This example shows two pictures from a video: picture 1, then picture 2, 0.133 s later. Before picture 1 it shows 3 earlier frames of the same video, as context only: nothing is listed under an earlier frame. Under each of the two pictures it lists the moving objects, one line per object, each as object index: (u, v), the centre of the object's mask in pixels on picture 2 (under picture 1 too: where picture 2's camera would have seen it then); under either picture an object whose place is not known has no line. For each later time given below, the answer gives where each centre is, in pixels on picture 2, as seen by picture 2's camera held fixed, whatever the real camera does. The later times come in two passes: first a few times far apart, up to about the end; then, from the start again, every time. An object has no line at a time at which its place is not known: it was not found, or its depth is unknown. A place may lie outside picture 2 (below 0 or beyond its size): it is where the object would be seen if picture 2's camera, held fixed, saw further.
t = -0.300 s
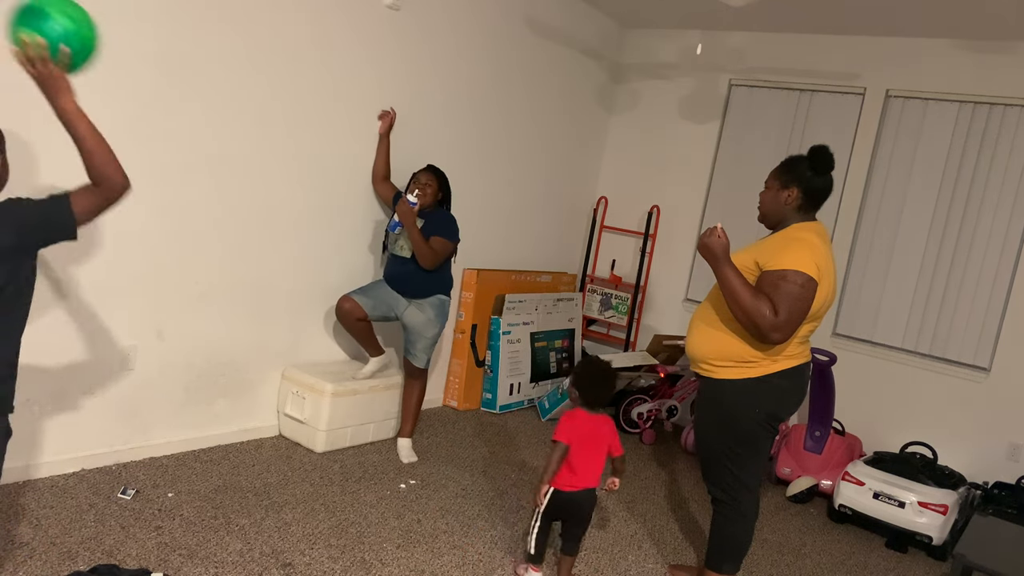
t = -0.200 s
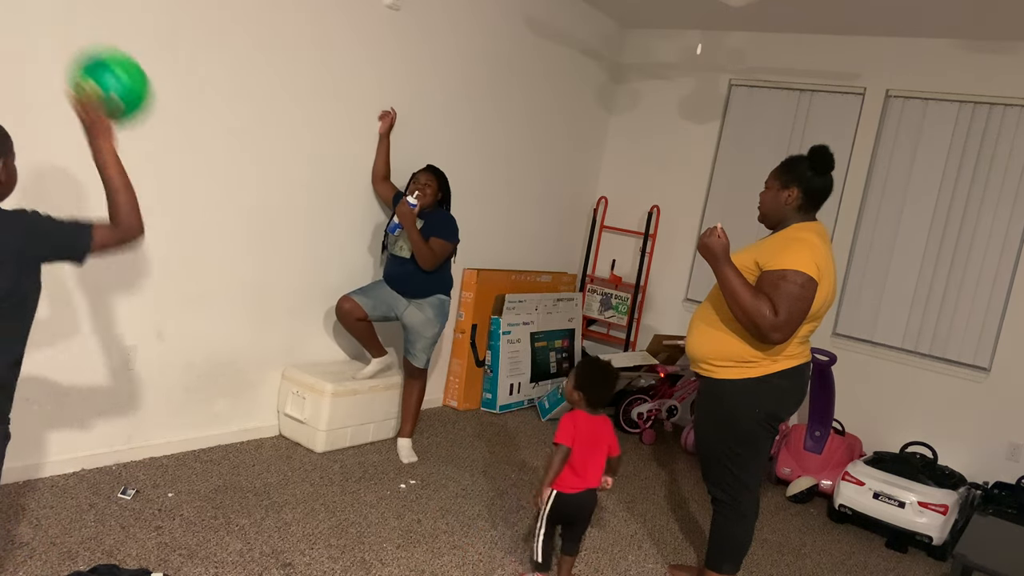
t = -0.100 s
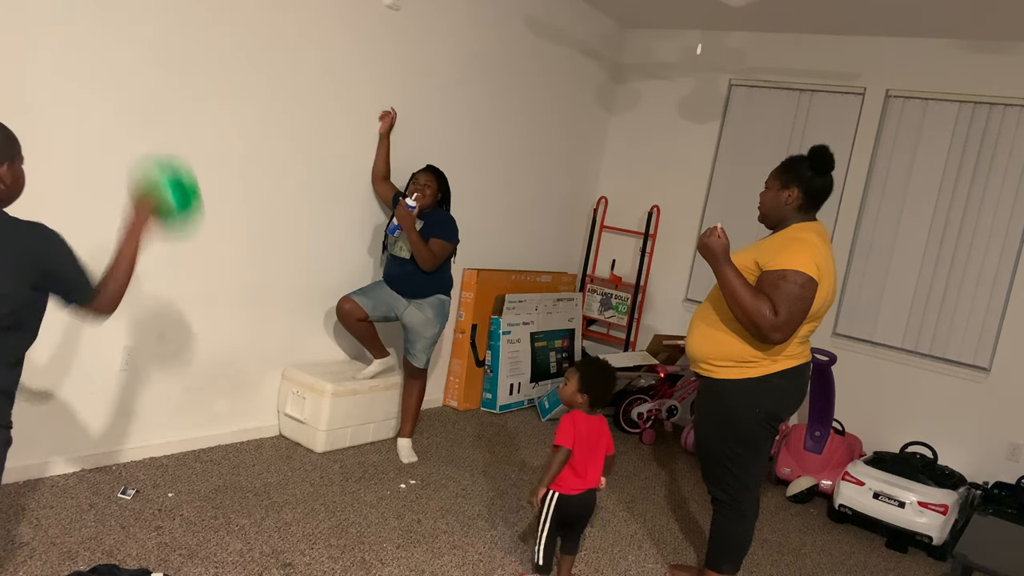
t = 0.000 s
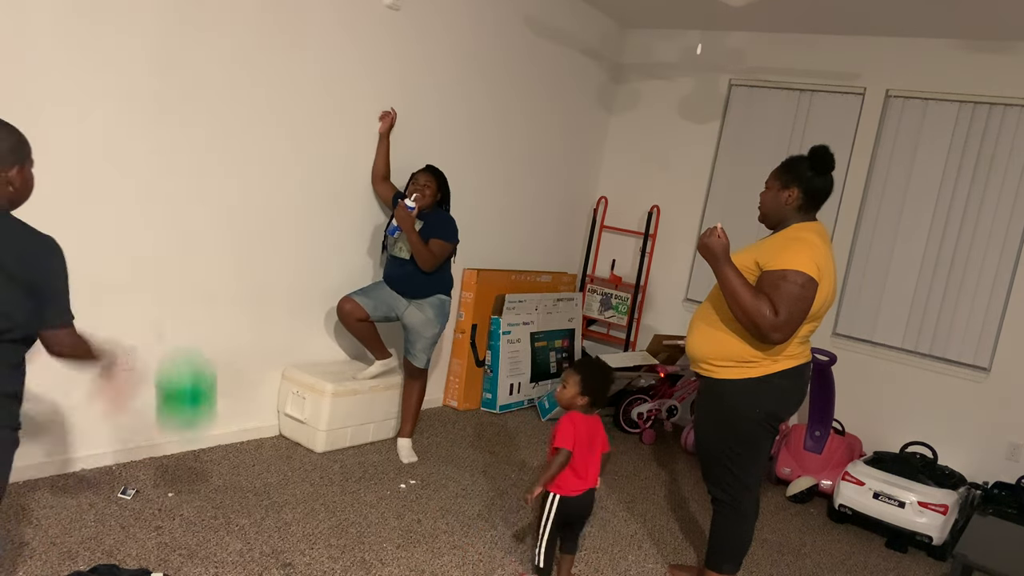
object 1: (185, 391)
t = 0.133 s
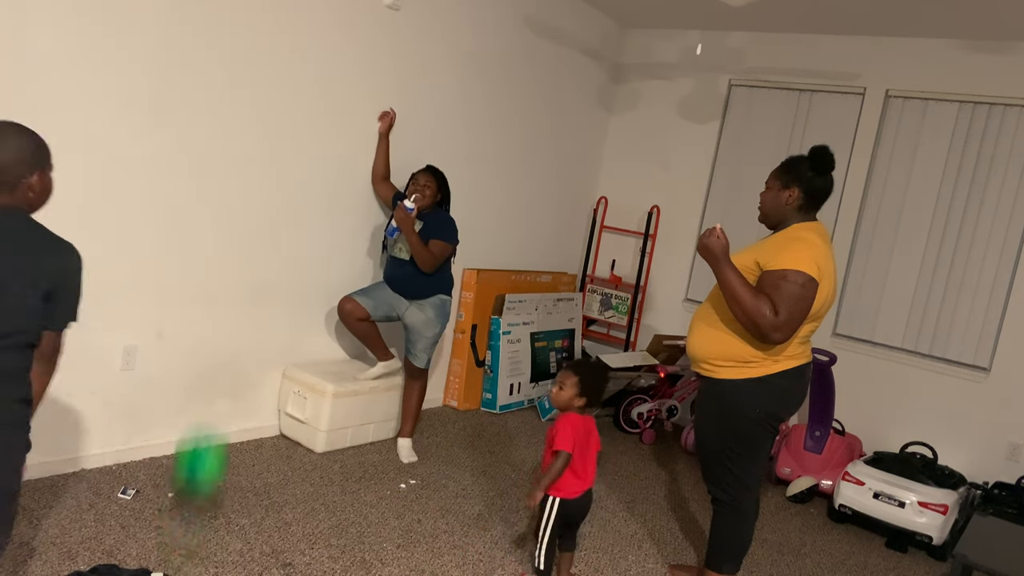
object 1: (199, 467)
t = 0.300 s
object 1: (243, 238)
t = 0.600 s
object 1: (282, 61)
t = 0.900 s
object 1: (280, 133)
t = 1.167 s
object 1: (256, 351)
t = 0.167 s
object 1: (209, 411)
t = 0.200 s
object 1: (218, 363)
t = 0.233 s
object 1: (227, 315)
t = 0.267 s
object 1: (235, 276)
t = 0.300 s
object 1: (243, 238)
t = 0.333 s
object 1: (250, 204)
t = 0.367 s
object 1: (256, 174)
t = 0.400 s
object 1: (261, 147)
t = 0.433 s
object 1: (267, 125)
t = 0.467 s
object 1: (271, 105)
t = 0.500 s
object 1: (274, 89)
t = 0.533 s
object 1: (277, 76)
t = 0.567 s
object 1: (280, 67)
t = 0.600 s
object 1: (282, 61)
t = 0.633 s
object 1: (283, 58)
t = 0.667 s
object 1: (285, 58)
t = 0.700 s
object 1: (285, 60)
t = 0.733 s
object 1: (285, 66)
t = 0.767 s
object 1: (285, 74)
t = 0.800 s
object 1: (284, 86)
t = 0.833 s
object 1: (283, 99)
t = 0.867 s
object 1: (282, 115)
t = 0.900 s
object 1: (280, 133)
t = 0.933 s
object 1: (278, 154)
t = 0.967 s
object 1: (276, 177)
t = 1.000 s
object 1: (273, 203)
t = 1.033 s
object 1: (270, 229)
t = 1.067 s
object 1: (267, 258)
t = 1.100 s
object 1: (263, 288)
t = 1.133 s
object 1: (260, 319)
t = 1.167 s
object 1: (256, 351)
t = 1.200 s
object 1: (252, 385)
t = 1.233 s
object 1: (247, 422)
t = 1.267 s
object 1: (244, 460)
